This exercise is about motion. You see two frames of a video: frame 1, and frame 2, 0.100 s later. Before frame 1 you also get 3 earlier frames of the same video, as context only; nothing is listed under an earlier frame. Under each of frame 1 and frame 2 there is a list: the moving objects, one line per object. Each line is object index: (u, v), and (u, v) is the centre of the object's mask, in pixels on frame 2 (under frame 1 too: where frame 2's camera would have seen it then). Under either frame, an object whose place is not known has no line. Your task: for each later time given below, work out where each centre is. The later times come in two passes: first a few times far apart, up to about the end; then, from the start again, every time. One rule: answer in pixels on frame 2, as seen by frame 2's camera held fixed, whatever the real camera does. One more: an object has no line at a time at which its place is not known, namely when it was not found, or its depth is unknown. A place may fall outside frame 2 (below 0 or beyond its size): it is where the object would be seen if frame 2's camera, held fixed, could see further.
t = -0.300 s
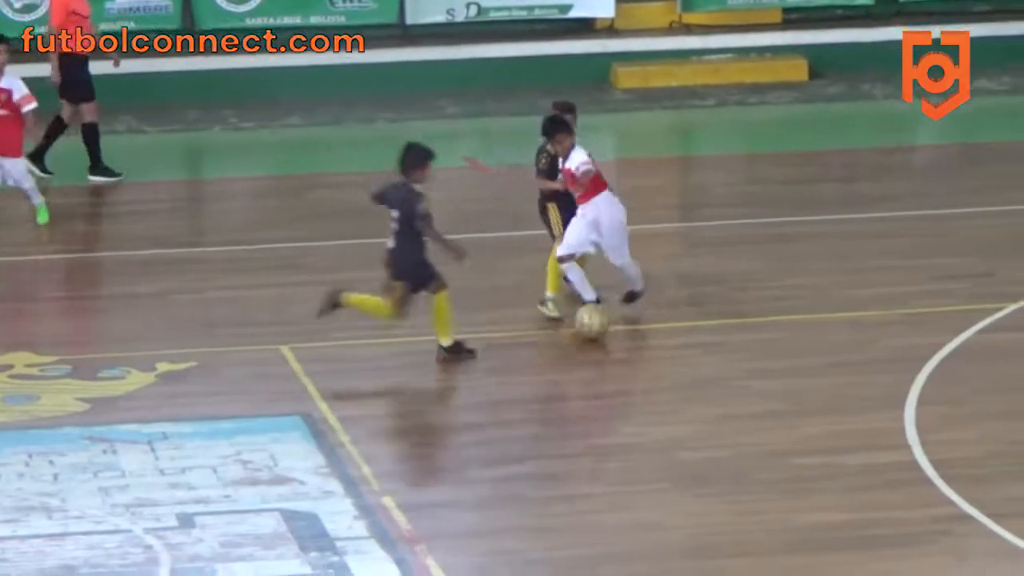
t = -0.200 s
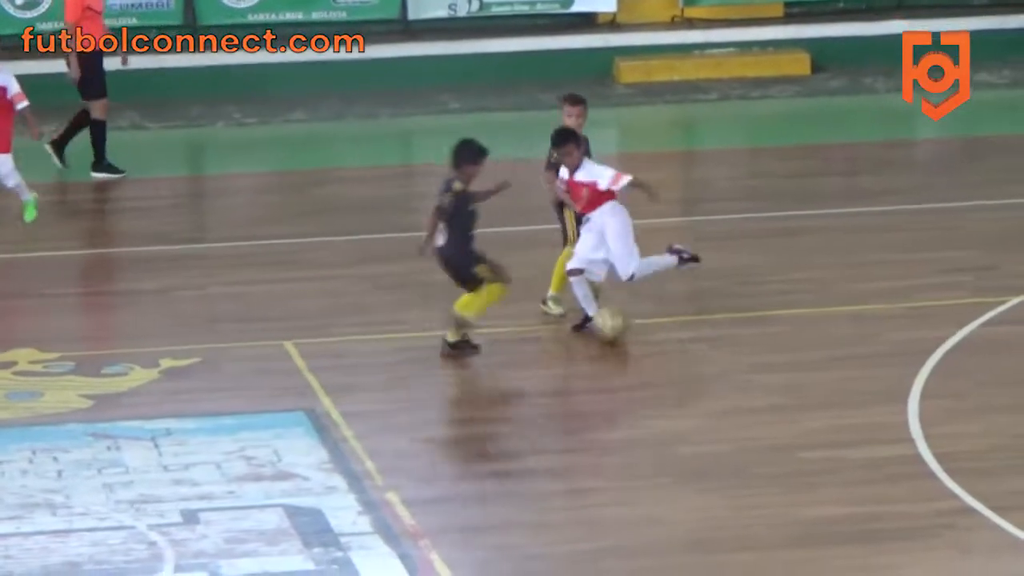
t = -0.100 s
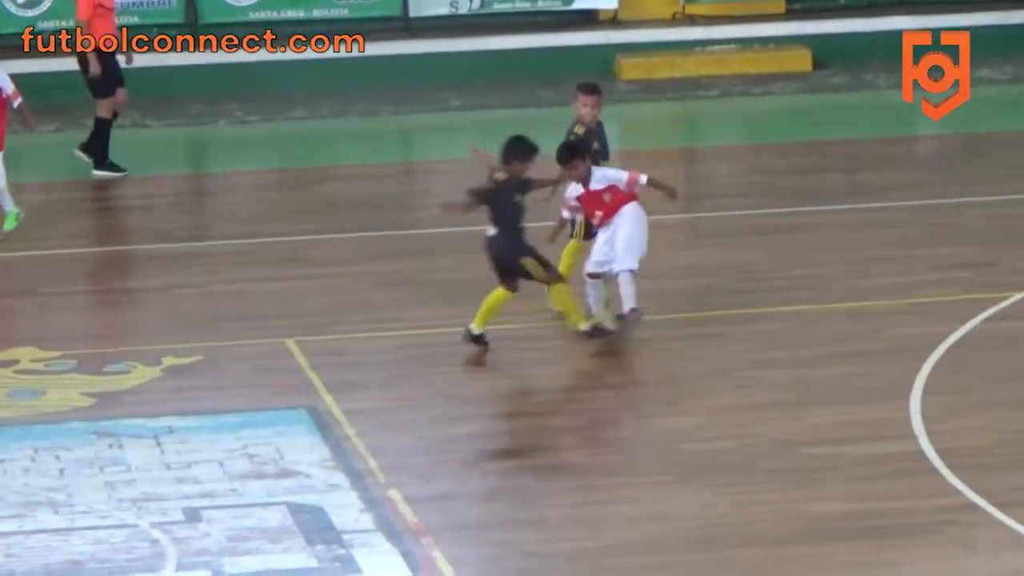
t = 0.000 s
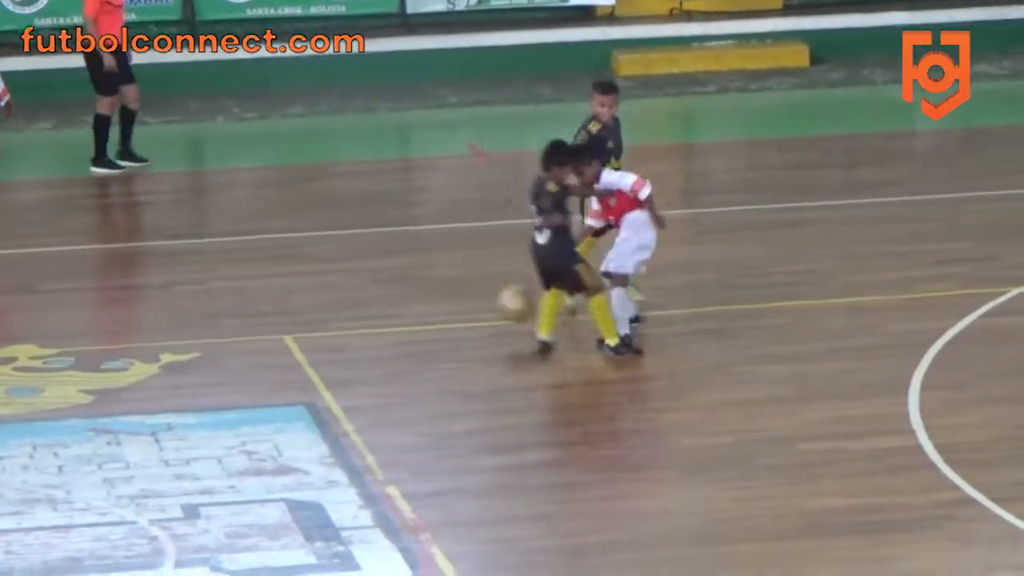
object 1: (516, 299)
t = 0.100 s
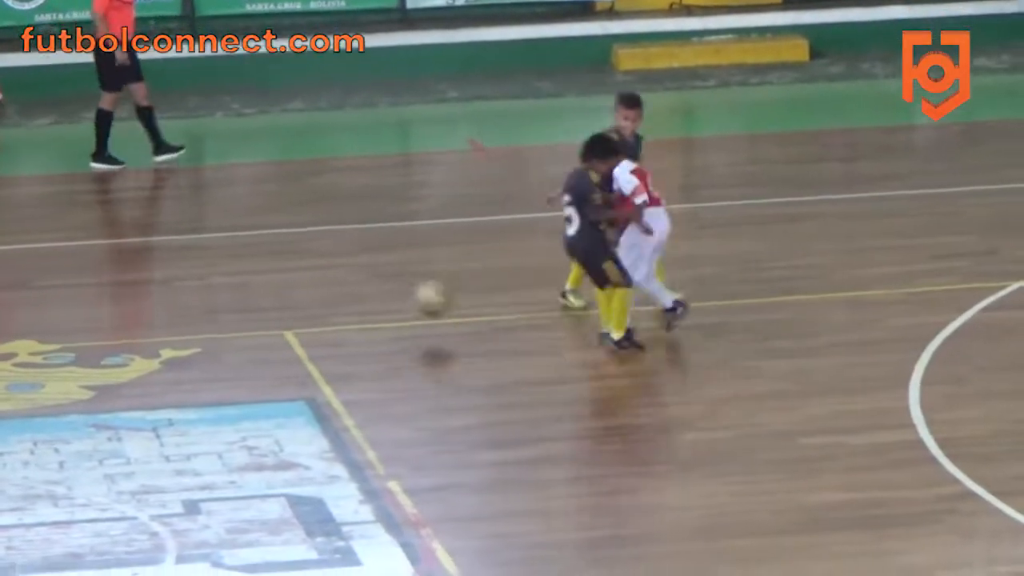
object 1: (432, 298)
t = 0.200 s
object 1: (348, 315)
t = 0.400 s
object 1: (214, 314)
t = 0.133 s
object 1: (404, 301)
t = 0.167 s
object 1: (375, 307)
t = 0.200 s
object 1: (348, 315)
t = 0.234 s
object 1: (319, 320)
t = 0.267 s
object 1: (298, 316)
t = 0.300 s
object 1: (278, 313)
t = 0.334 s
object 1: (256, 313)
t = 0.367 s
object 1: (236, 312)
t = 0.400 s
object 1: (214, 314)
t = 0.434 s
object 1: (192, 318)
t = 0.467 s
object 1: (170, 323)
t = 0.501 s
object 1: (151, 322)
